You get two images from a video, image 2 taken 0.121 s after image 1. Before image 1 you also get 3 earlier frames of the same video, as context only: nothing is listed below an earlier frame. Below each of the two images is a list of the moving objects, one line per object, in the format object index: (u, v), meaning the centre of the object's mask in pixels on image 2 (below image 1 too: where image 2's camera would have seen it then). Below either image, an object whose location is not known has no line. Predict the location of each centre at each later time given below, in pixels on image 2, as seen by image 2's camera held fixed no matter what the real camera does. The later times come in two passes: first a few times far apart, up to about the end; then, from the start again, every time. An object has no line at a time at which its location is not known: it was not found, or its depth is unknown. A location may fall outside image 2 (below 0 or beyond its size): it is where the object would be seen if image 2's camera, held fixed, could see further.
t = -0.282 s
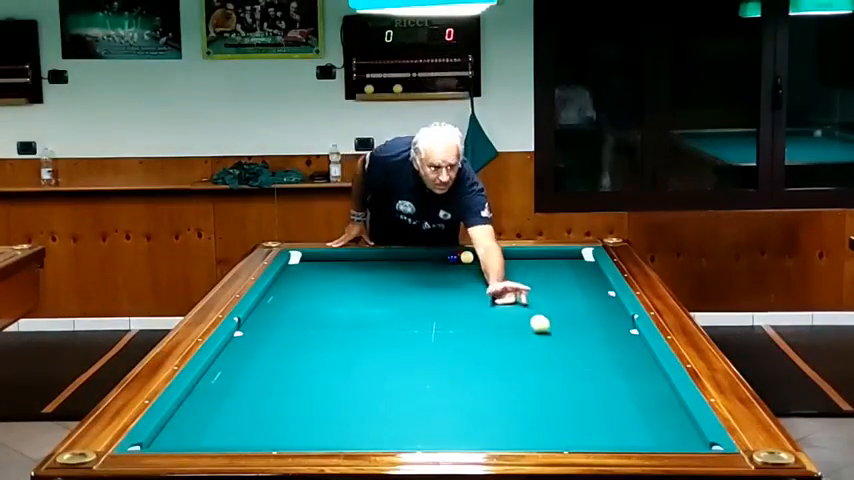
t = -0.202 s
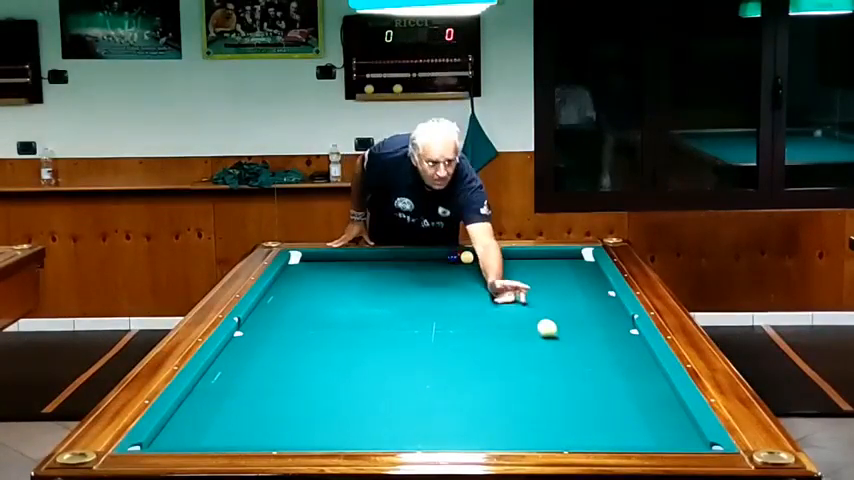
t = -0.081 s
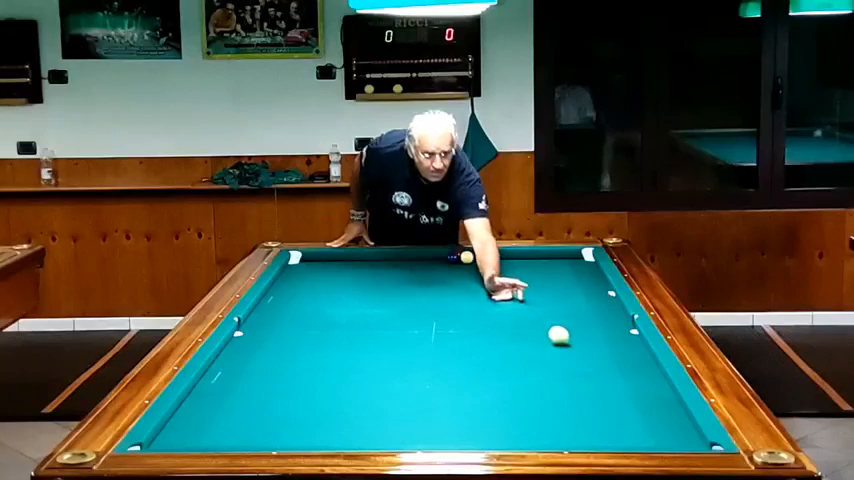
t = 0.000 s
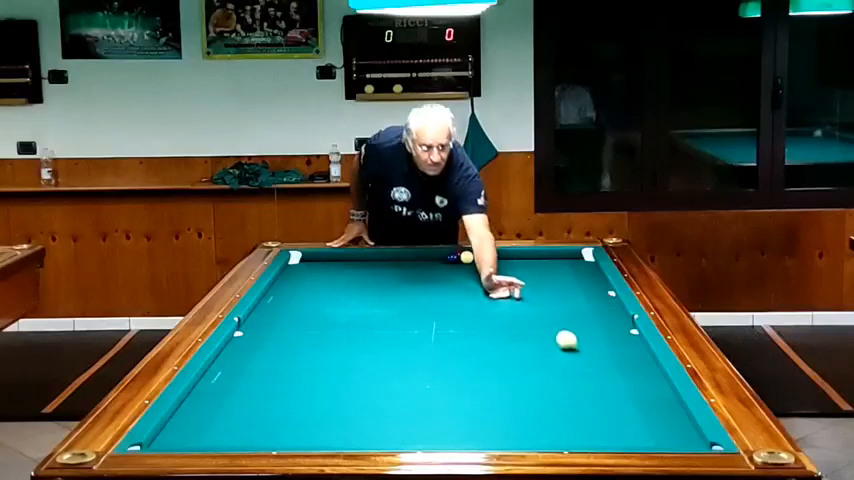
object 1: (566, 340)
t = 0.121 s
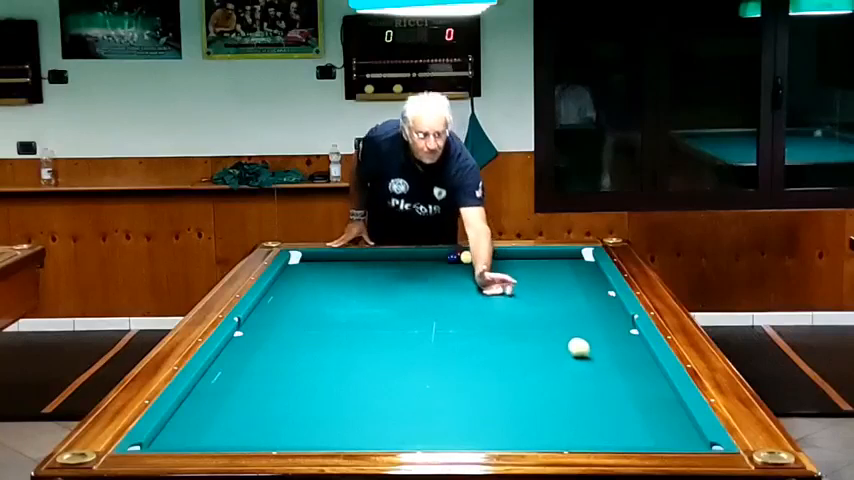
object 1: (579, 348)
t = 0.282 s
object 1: (596, 358)
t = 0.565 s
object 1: (629, 378)
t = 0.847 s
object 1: (665, 401)
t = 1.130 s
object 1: (671, 424)
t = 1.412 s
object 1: (671, 442)
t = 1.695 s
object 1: (653, 434)
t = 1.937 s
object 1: (640, 424)
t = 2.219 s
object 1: (625, 412)
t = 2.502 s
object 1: (611, 401)
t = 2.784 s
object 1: (599, 391)
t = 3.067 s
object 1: (587, 381)
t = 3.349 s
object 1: (577, 373)
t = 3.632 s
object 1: (567, 365)
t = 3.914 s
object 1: (558, 358)
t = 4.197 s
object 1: (549, 351)
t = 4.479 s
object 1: (541, 345)
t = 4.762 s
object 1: (533, 338)
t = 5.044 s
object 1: (525, 333)
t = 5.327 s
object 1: (519, 328)
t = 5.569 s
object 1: (514, 324)
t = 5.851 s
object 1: (508, 320)
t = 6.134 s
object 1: (503, 316)
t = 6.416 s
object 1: (498, 312)
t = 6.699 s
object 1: (493, 308)
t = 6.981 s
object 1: (489, 305)
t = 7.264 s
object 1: (484, 302)
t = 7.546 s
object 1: (481, 299)
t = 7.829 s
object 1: (477, 297)
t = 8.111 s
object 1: (474, 294)
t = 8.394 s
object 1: (471, 292)
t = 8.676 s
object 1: (468, 290)
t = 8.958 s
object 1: (465, 288)
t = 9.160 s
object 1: (464, 287)
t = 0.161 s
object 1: (583, 350)
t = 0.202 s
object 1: (587, 353)
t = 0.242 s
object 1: (591, 355)
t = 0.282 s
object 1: (596, 358)
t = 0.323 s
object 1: (600, 361)
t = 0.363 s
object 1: (605, 364)
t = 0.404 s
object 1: (609, 367)
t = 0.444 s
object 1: (614, 369)
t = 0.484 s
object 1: (619, 372)
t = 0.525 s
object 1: (624, 375)
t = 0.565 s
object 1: (629, 378)
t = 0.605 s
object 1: (634, 382)
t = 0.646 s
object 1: (639, 385)
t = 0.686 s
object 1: (644, 387)
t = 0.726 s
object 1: (649, 391)
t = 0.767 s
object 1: (655, 394)
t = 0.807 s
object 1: (660, 397)
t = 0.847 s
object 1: (665, 401)
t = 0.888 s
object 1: (670, 404)
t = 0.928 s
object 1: (670, 408)
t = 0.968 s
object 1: (669, 411)
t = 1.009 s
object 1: (670, 414)
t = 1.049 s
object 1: (670, 417)
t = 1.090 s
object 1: (671, 421)
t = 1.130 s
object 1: (671, 424)
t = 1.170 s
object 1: (671, 428)
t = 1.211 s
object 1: (671, 431)
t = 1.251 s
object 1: (671, 434)
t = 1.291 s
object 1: (670, 436)
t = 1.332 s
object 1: (671, 439)
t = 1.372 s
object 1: (671, 440)
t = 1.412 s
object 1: (671, 442)
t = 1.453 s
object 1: (669, 442)
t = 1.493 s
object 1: (666, 441)
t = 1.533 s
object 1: (663, 439)
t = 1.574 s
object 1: (660, 438)
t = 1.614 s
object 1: (658, 436)
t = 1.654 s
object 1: (656, 435)
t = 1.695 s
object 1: (653, 434)
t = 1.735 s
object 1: (651, 432)
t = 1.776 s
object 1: (649, 431)
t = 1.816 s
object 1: (646, 429)
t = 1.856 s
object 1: (644, 427)
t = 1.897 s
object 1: (642, 425)
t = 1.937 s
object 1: (640, 424)
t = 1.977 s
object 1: (637, 422)
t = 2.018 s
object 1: (635, 420)
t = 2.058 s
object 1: (633, 418)
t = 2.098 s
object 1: (631, 416)
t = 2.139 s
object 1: (629, 415)
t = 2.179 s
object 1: (627, 413)
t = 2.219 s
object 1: (625, 412)
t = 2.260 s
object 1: (623, 410)
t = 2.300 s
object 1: (621, 408)
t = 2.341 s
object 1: (619, 407)
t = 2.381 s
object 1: (617, 405)
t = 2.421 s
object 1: (615, 404)
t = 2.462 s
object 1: (613, 402)
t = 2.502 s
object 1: (611, 401)
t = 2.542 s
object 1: (609, 399)
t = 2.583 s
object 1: (608, 398)
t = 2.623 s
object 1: (606, 396)
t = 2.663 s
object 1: (604, 395)
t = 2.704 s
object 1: (602, 393)
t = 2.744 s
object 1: (600, 392)
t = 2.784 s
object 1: (599, 391)
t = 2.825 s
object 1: (597, 389)
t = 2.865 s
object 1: (595, 388)
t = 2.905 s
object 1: (594, 387)
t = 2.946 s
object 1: (592, 385)
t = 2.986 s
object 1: (590, 384)
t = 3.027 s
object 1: (589, 383)
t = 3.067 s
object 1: (587, 381)
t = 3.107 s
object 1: (586, 380)
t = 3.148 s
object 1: (584, 379)
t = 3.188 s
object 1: (582, 378)
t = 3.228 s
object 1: (581, 377)
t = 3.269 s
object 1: (580, 375)
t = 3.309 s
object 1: (578, 374)
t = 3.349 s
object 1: (577, 373)
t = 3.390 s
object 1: (575, 372)
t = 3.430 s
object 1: (574, 371)
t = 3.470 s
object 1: (572, 370)
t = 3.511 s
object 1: (571, 368)
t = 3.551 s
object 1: (570, 367)
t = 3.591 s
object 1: (568, 366)
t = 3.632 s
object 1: (567, 365)
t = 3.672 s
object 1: (566, 364)
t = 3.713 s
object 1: (564, 363)
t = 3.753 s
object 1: (563, 362)
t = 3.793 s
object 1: (562, 361)
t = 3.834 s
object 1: (560, 360)
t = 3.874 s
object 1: (559, 359)
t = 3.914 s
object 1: (558, 358)
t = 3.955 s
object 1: (556, 357)
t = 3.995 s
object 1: (555, 356)
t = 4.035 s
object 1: (554, 355)
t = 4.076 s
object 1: (553, 354)
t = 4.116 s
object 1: (552, 353)
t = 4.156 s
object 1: (550, 352)
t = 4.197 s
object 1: (549, 351)
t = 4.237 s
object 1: (548, 350)
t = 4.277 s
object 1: (547, 349)
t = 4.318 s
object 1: (546, 348)
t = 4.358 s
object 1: (544, 347)
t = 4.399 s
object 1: (543, 346)
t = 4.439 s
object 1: (542, 346)
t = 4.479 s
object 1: (541, 345)
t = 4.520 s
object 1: (540, 344)
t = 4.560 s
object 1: (538, 342)
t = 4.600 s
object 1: (537, 341)
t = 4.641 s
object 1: (536, 341)
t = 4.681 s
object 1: (535, 340)
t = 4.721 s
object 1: (534, 339)
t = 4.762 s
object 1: (533, 338)
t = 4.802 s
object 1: (532, 338)
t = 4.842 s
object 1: (530, 337)
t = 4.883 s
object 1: (529, 336)
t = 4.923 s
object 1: (529, 335)
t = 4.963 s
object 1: (528, 334)
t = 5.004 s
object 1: (526, 334)
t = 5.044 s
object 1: (525, 333)
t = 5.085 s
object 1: (525, 332)
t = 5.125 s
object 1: (524, 331)
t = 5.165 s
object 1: (522, 331)
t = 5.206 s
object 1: (522, 330)
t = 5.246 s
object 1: (521, 329)
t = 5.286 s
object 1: (520, 329)
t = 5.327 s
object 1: (519, 328)
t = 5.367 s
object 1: (518, 327)
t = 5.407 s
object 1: (517, 327)
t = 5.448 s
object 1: (516, 326)
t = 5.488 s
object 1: (515, 325)
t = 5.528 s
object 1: (514, 324)
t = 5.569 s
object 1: (514, 324)
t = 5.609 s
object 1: (513, 323)
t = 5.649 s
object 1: (512, 323)
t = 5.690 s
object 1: (511, 322)
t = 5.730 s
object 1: (510, 321)
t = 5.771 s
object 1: (510, 321)
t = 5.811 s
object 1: (509, 320)
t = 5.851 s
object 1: (508, 320)
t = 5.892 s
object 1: (507, 319)
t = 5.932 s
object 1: (506, 318)
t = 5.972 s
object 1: (506, 318)
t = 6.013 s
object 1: (505, 317)
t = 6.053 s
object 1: (504, 317)
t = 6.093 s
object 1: (503, 316)
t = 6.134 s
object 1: (503, 316)
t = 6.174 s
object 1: (502, 315)
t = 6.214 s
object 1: (502, 314)
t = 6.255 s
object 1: (501, 314)
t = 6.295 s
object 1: (500, 313)
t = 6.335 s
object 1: (499, 313)
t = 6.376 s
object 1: (498, 312)
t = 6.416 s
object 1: (498, 312)
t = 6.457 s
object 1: (497, 311)
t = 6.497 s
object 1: (497, 311)
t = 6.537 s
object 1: (496, 310)
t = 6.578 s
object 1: (495, 310)
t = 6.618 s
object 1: (494, 309)
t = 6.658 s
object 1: (494, 309)
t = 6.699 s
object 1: (493, 308)
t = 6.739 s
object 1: (492, 308)
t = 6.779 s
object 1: (492, 307)
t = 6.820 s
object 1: (491, 307)
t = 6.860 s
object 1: (490, 306)
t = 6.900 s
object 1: (490, 306)
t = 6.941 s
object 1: (489, 305)
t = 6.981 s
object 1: (489, 305)
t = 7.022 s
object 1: (488, 304)
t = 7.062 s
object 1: (487, 304)
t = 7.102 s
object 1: (487, 304)
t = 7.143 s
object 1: (486, 303)
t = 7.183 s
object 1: (485, 303)
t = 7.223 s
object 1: (485, 302)
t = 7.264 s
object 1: (484, 302)
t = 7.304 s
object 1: (484, 302)
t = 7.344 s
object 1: (483, 301)
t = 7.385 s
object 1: (483, 301)
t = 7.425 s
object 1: (482, 300)
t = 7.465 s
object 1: (482, 300)
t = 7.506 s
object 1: (481, 300)
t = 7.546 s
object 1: (481, 299)
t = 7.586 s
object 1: (480, 299)
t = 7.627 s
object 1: (480, 298)
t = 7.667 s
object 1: (479, 298)
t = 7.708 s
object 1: (479, 298)
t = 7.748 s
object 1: (478, 297)
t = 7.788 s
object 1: (478, 297)
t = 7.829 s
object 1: (477, 297)
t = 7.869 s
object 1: (477, 296)
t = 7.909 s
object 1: (476, 296)
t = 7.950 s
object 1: (476, 296)
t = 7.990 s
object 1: (475, 295)
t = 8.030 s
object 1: (475, 295)
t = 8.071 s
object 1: (474, 295)
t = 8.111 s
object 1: (474, 294)
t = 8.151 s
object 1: (473, 294)
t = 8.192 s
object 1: (473, 293)
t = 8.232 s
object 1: (472, 293)
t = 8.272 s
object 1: (472, 293)
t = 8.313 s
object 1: (471, 293)
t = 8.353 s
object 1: (471, 293)
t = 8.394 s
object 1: (471, 292)
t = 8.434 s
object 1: (471, 292)
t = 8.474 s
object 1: (470, 291)
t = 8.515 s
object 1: (470, 291)
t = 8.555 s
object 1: (469, 291)
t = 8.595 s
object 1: (469, 290)
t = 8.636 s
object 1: (468, 290)
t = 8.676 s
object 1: (468, 290)
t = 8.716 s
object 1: (467, 289)
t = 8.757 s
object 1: (467, 289)
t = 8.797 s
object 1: (467, 289)
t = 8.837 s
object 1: (467, 289)
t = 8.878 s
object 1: (466, 289)
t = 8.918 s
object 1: (466, 288)
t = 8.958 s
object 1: (465, 288)
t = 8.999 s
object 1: (465, 288)
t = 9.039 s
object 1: (465, 287)
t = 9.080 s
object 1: (464, 287)
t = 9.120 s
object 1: (464, 287)
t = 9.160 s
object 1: (464, 287)
